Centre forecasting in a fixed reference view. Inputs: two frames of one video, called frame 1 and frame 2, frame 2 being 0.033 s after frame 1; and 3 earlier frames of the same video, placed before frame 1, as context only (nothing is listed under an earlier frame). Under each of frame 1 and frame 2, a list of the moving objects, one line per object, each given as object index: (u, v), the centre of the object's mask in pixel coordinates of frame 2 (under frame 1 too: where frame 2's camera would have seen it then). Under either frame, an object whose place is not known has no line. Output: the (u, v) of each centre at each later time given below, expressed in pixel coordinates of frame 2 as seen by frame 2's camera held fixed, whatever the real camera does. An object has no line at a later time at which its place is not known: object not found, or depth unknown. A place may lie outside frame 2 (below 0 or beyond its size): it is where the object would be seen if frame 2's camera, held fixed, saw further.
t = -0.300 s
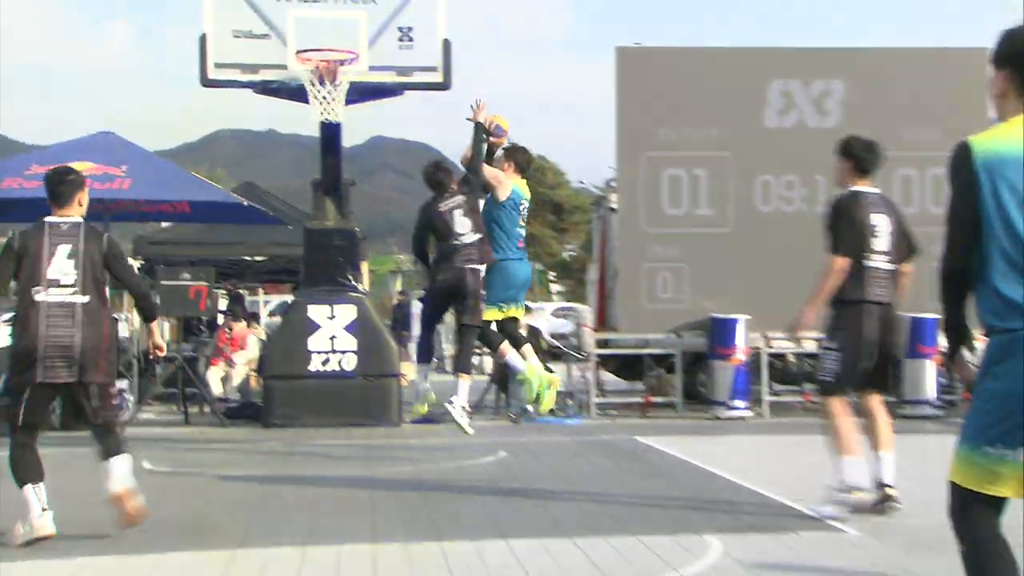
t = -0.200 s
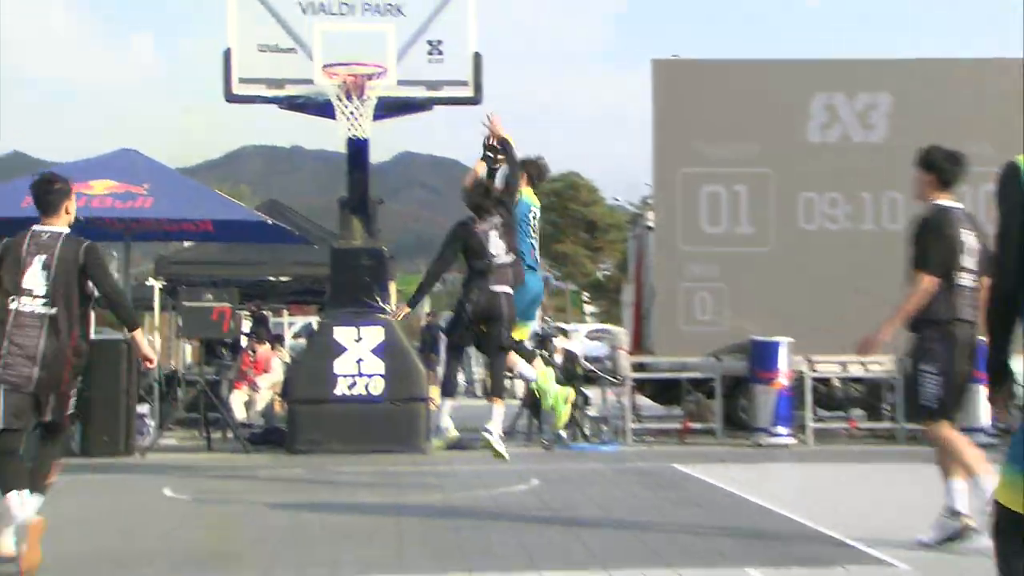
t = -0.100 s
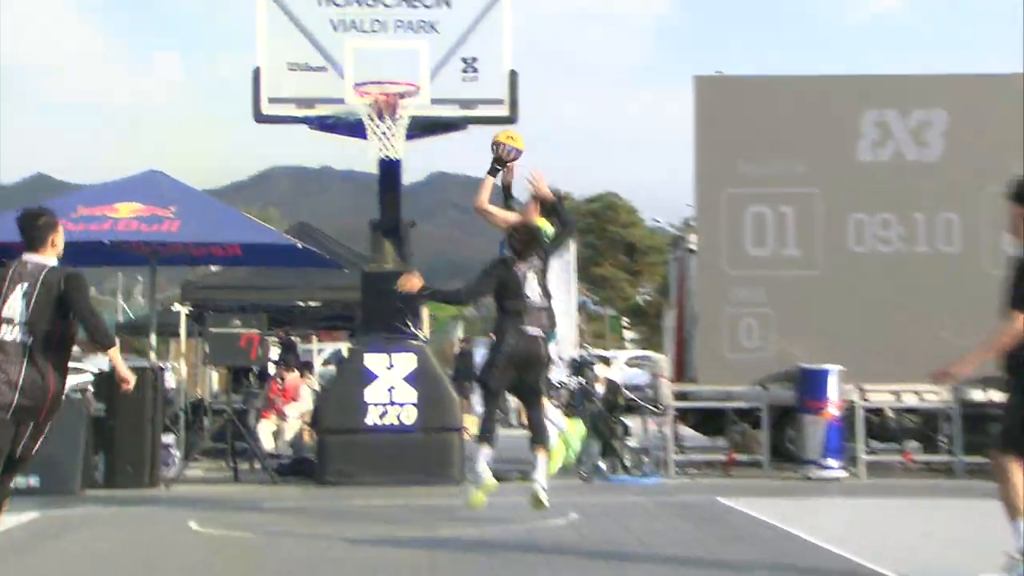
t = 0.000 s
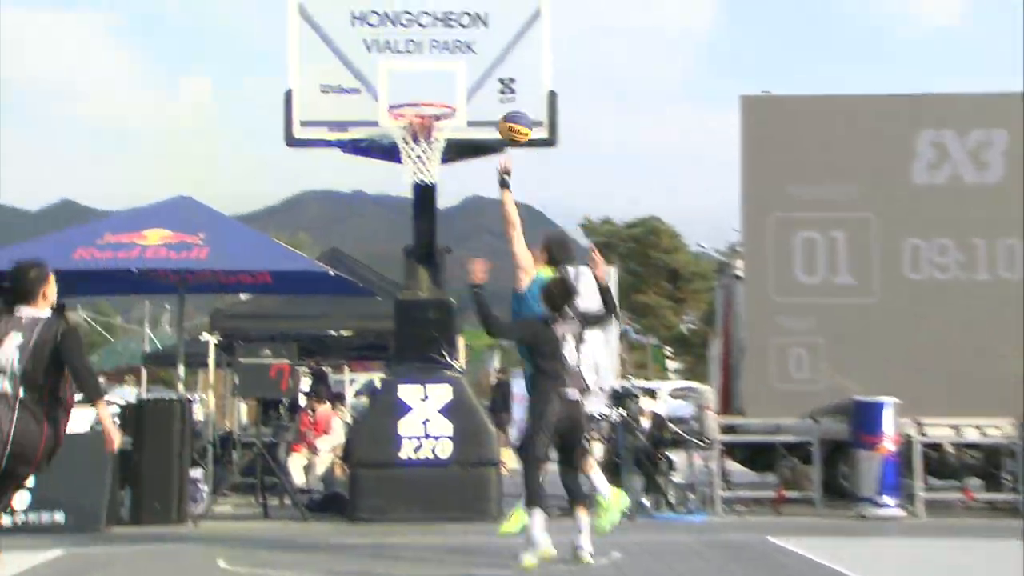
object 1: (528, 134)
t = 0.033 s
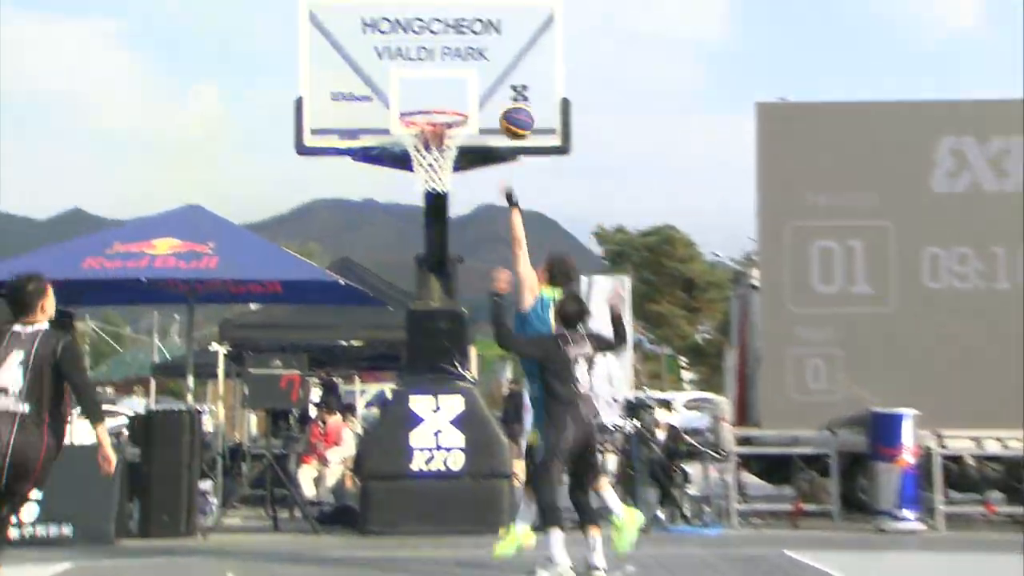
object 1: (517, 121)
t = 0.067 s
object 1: (506, 110)
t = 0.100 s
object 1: (495, 99)
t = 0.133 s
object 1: (484, 90)
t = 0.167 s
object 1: (473, 84)
